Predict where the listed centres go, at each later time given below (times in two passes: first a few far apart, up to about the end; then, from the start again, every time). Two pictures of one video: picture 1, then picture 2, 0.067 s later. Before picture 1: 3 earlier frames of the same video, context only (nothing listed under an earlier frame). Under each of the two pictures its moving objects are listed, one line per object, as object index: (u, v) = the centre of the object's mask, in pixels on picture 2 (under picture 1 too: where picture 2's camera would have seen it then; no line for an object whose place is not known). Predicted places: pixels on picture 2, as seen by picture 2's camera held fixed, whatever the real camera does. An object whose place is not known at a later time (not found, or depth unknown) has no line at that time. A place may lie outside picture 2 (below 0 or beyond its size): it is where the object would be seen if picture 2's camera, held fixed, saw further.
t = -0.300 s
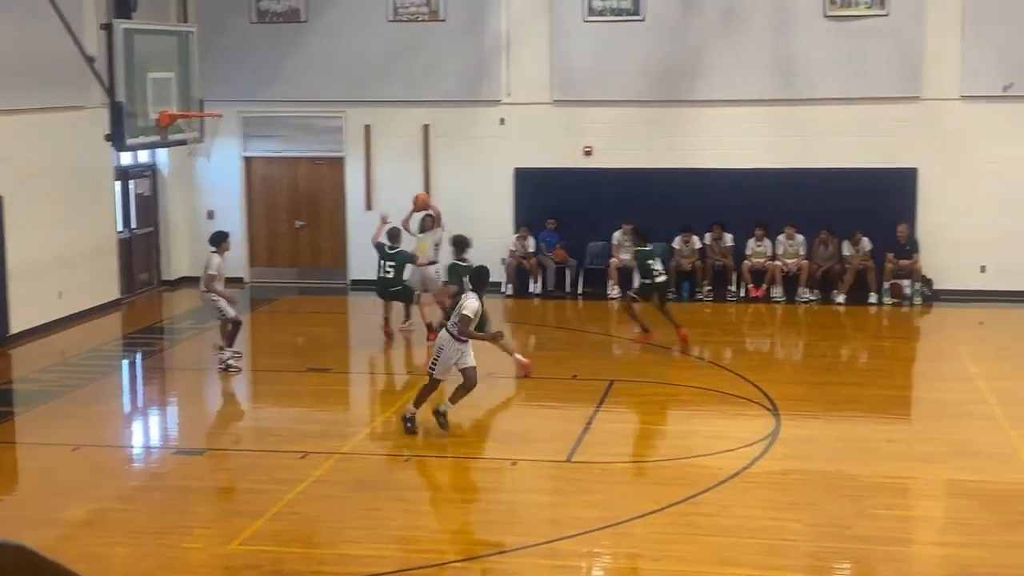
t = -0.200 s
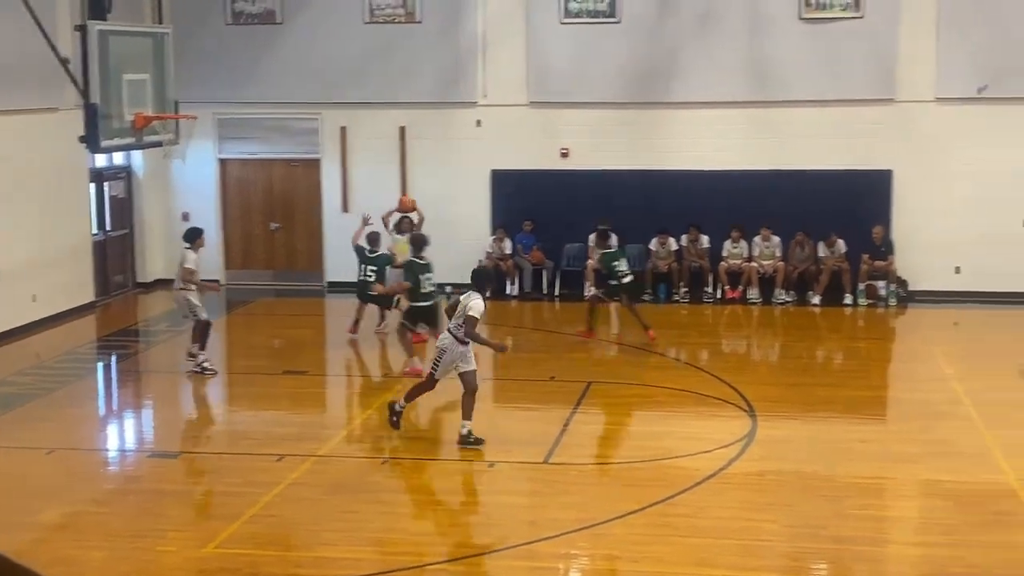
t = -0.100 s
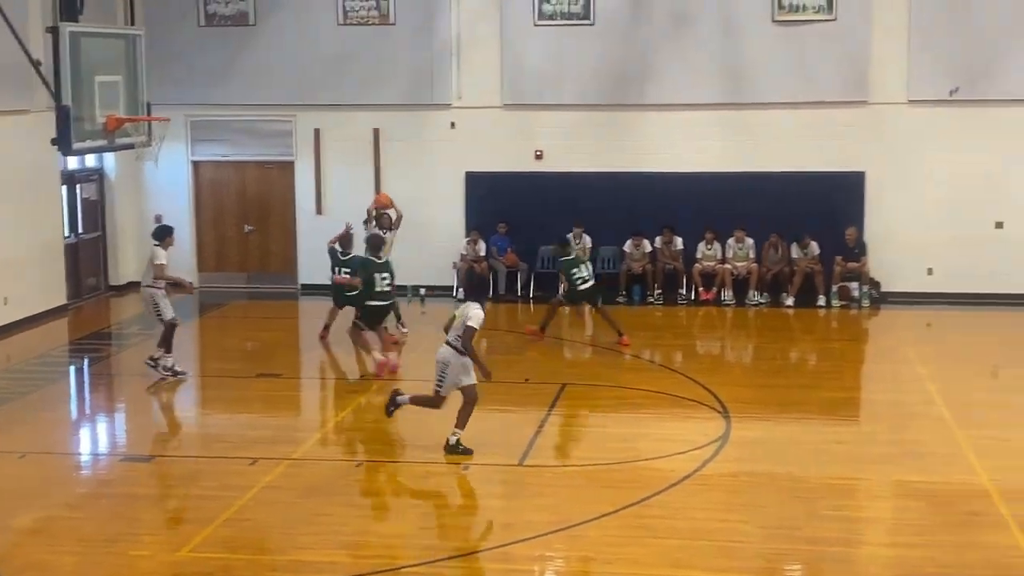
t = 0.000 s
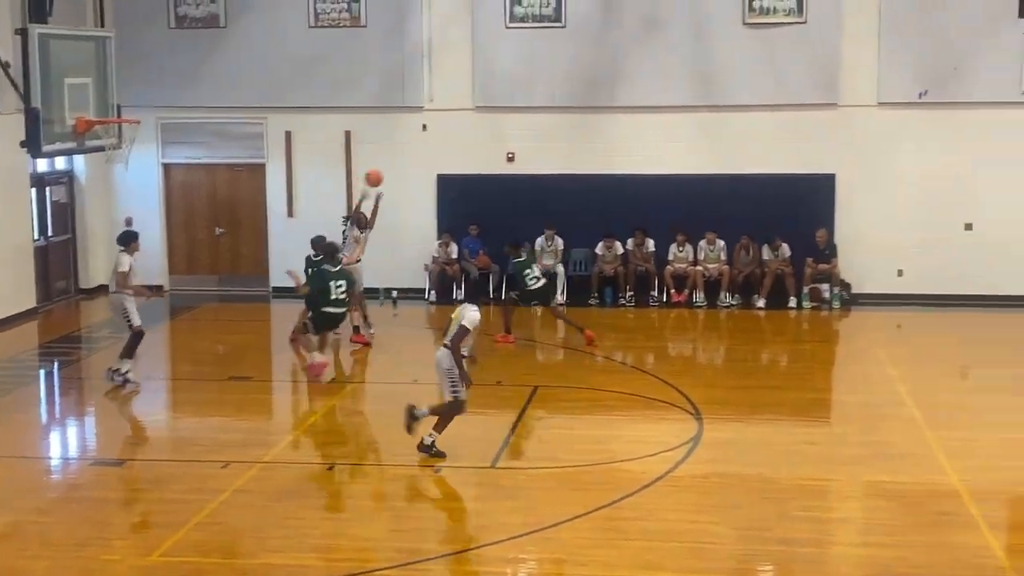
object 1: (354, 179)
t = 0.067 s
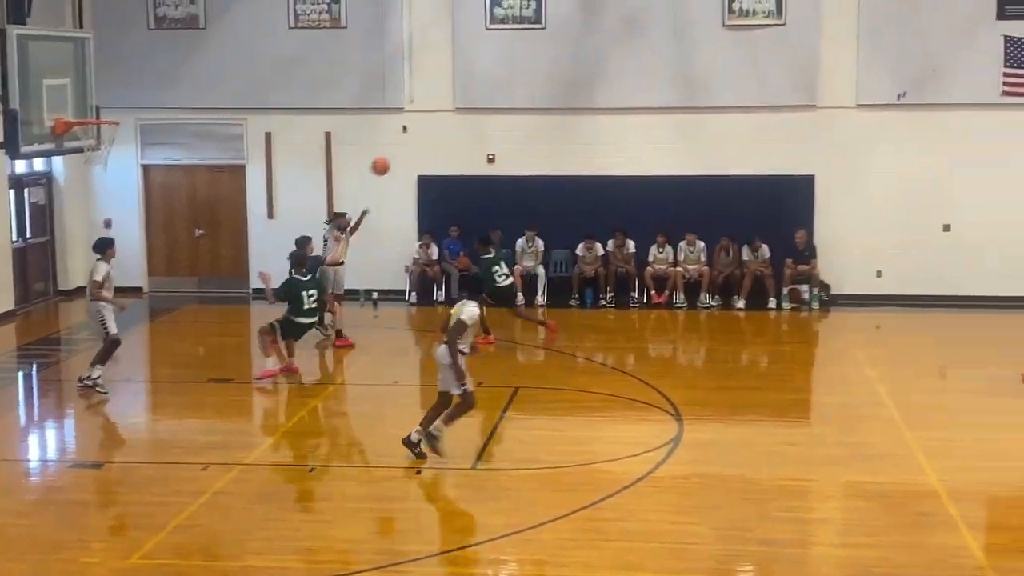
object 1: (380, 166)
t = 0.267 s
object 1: (467, 144)
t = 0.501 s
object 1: (584, 160)
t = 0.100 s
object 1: (394, 161)
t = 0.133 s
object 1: (408, 156)
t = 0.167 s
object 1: (422, 152)
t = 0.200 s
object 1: (437, 149)
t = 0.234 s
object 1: (452, 146)
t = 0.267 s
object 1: (467, 144)
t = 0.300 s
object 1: (483, 144)
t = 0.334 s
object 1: (499, 144)
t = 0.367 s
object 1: (516, 145)
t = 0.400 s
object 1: (532, 147)
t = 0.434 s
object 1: (550, 150)
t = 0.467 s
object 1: (567, 155)
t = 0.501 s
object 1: (584, 160)
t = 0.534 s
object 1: (603, 167)
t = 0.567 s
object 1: (621, 175)
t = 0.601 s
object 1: (640, 184)
